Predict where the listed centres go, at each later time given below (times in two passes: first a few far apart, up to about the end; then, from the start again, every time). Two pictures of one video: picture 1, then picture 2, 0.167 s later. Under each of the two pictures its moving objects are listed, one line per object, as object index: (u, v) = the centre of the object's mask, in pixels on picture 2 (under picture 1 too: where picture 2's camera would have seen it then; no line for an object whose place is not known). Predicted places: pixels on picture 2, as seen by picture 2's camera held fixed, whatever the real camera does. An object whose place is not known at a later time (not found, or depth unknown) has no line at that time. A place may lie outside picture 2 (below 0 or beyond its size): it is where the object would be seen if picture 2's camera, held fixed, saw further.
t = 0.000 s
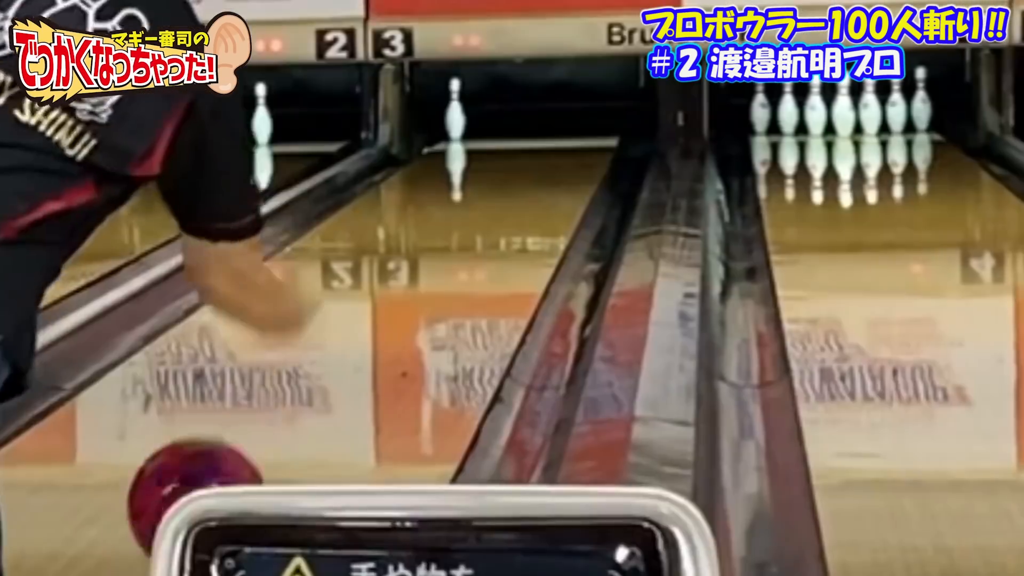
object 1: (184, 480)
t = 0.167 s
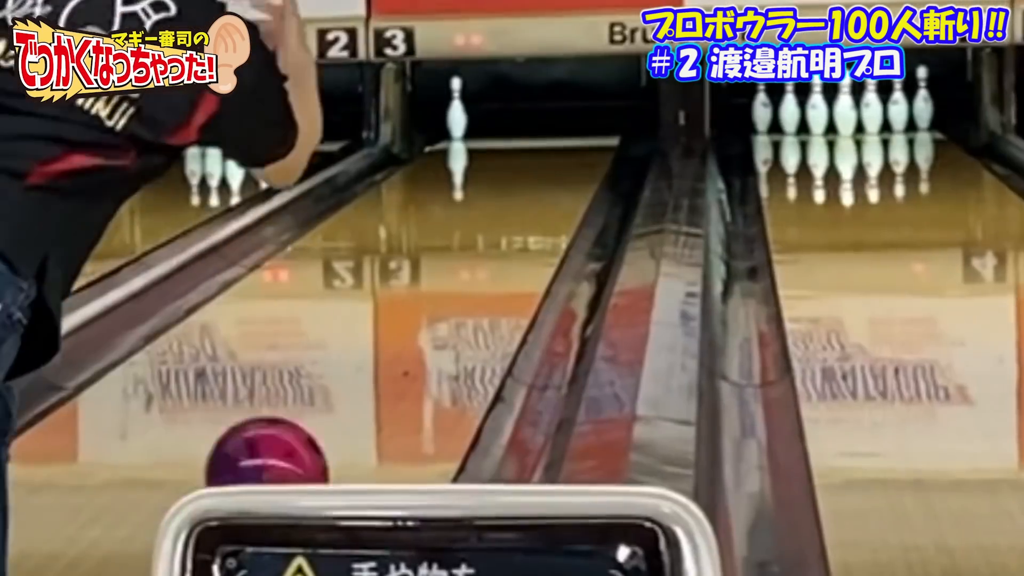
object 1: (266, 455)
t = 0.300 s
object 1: (308, 450)
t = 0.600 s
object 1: (373, 376)
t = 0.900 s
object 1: (416, 311)
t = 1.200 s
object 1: (446, 265)
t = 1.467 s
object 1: (466, 233)
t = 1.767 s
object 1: (482, 203)
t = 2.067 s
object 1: (494, 179)
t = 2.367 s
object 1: (502, 162)
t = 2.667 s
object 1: (501, 149)
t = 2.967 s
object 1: (490, 134)
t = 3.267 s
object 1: (470, 126)
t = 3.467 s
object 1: (458, 123)
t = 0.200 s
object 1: (278, 461)
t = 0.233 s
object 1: (288, 463)
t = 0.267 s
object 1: (299, 456)
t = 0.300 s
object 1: (308, 450)
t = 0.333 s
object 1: (317, 445)
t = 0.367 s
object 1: (325, 440)
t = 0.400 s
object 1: (333, 432)
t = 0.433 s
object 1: (341, 422)
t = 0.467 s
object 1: (348, 412)
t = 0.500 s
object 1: (355, 402)
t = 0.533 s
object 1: (361, 393)
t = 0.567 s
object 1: (367, 384)
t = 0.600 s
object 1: (373, 376)
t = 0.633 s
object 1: (379, 367)
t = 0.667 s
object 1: (383, 362)
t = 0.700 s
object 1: (408, 343)
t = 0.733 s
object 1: (394, 345)
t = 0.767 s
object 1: (399, 338)
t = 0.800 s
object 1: (403, 331)
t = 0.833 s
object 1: (408, 324)
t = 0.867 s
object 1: (412, 318)
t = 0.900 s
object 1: (416, 311)
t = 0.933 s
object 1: (420, 306)
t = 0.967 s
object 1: (423, 300)
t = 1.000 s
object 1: (427, 295)
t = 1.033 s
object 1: (431, 289)
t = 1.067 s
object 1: (434, 283)
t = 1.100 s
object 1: (437, 278)
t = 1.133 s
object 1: (440, 273)
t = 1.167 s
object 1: (443, 269)
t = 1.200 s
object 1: (446, 265)
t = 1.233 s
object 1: (449, 260)
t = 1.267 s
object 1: (452, 256)
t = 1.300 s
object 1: (454, 251)
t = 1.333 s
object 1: (456, 247)
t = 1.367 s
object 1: (459, 243)
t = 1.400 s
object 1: (461, 240)
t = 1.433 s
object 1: (463, 236)
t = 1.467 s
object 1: (466, 233)
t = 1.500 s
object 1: (468, 229)
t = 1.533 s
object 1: (470, 225)
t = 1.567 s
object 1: (472, 222)
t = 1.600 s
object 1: (473, 220)
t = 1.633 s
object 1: (475, 217)
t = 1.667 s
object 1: (477, 214)
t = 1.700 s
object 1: (478, 210)
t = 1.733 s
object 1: (480, 206)
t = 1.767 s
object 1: (482, 203)
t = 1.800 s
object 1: (484, 200)
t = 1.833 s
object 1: (485, 198)
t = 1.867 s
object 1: (486, 196)
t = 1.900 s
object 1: (488, 193)
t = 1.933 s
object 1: (490, 191)
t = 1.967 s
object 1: (491, 187)
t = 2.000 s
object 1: (491, 185)
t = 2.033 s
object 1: (493, 182)
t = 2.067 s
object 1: (494, 179)
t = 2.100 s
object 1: (495, 178)
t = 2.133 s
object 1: (497, 176)
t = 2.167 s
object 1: (497, 173)
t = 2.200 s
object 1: (498, 171)
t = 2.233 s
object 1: (499, 170)
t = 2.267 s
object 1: (501, 168)
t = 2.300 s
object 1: (502, 167)
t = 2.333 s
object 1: (502, 165)
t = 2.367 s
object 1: (502, 162)
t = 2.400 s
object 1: (503, 161)
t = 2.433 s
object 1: (502, 158)
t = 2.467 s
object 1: (502, 156)
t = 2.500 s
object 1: (503, 155)
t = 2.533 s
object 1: (503, 153)
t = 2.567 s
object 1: (503, 153)
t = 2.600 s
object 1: (503, 151)
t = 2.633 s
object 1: (501, 149)
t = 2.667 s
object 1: (501, 149)
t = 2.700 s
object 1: (500, 146)
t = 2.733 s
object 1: (499, 144)
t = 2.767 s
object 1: (499, 142)
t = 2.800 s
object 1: (499, 142)
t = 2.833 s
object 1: (498, 140)
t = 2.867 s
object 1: (495, 138)
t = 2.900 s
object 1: (494, 137)
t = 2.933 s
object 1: (492, 136)
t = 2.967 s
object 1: (490, 134)
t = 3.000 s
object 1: (488, 133)
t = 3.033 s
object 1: (488, 132)
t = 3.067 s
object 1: (486, 131)
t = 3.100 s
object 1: (484, 131)
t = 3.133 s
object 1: (480, 130)
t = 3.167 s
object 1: (479, 129)
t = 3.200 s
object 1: (476, 127)
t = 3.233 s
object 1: (473, 126)
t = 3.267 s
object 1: (470, 126)
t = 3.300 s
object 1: (467, 126)
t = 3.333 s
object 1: (465, 124)
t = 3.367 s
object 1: (463, 122)
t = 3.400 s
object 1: (459, 122)
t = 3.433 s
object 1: (456, 124)
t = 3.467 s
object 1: (458, 123)
